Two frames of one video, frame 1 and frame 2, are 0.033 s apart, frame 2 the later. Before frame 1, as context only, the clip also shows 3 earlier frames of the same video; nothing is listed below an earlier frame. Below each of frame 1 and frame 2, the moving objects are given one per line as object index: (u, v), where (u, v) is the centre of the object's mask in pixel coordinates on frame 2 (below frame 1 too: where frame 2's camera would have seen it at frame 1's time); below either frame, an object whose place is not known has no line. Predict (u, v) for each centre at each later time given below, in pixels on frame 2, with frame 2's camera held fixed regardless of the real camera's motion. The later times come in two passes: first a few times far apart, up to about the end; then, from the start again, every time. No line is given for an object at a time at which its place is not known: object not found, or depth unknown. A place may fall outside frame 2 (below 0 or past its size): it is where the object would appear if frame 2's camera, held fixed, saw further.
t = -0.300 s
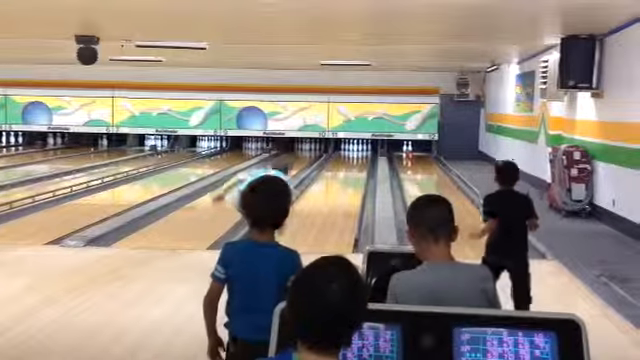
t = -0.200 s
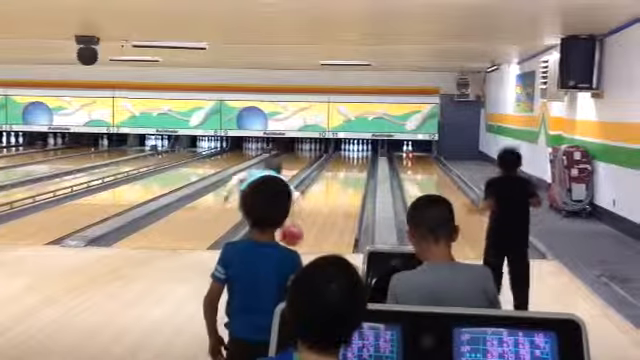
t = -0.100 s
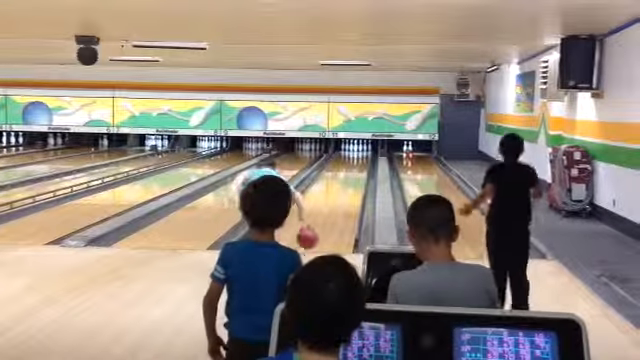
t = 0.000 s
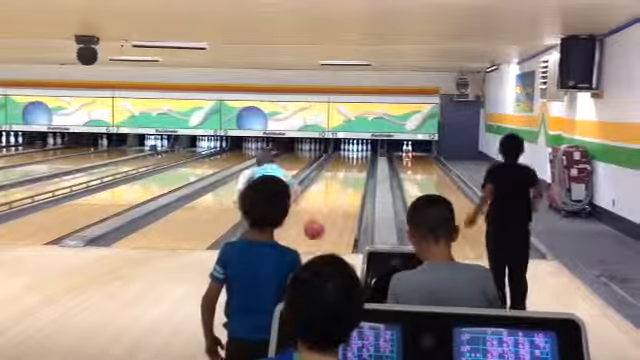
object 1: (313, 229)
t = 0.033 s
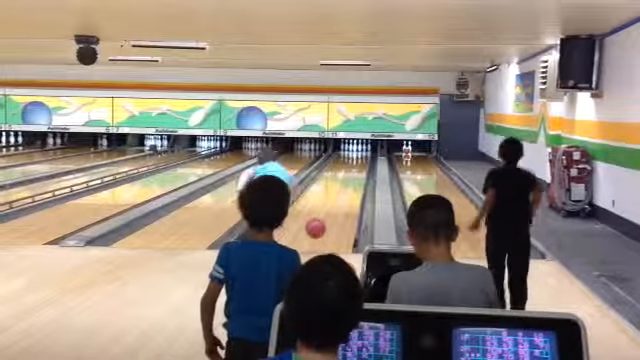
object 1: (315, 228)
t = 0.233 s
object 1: (325, 231)
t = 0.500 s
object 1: (334, 217)
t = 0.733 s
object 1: (341, 208)
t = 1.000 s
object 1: (348, 197)
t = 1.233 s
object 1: (353, 191)
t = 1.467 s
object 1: (356, 188)
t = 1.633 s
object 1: (359, 182)
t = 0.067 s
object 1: (315, 228)
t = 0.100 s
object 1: (319, 229)
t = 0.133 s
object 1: (319, 229)
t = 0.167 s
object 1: (322, 232)
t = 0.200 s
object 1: (323, 233)
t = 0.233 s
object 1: (325, 231)
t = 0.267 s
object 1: (325, 230)
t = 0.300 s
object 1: (327, 229)
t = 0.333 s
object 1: (328, 226)
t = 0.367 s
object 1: (330, 224)
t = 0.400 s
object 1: (331, 222)
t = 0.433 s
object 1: (331, 222)
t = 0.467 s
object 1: (333, 219)
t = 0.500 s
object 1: (334, 217)
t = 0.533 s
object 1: (335, 216)
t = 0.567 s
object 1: (337, 214)
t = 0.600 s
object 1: (338, 212)
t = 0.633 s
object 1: (339, 211)
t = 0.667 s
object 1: (340, 210)
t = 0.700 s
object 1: (341, 208)
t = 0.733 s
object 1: (341, 208)
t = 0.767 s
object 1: (342, 206)
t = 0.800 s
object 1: (343, 205)
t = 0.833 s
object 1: (344, 204)
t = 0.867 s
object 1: (346, 202)
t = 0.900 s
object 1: (347, 200)
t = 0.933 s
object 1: (347, 200)
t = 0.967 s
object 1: (347, 200)
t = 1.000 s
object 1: (348, 197)
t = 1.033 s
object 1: (349, 196)
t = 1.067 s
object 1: (350, 196)
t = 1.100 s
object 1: (350, 195)
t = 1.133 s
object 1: (350, 194)
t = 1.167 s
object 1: (351, 193)
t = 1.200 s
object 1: (352, 192)
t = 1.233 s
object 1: (353, 191)
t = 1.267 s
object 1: (353, 191)
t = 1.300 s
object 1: (354, 190)
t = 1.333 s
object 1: (354, 190)
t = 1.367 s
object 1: (355, 189)
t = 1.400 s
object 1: (355, 189)
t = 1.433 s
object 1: (356, 188)
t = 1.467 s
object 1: (356, 188)
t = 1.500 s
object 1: (358, 187)
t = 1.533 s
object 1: (358, 186)
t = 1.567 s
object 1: (359, 184)
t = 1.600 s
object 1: (359, 183)
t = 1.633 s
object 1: (359, 182)
